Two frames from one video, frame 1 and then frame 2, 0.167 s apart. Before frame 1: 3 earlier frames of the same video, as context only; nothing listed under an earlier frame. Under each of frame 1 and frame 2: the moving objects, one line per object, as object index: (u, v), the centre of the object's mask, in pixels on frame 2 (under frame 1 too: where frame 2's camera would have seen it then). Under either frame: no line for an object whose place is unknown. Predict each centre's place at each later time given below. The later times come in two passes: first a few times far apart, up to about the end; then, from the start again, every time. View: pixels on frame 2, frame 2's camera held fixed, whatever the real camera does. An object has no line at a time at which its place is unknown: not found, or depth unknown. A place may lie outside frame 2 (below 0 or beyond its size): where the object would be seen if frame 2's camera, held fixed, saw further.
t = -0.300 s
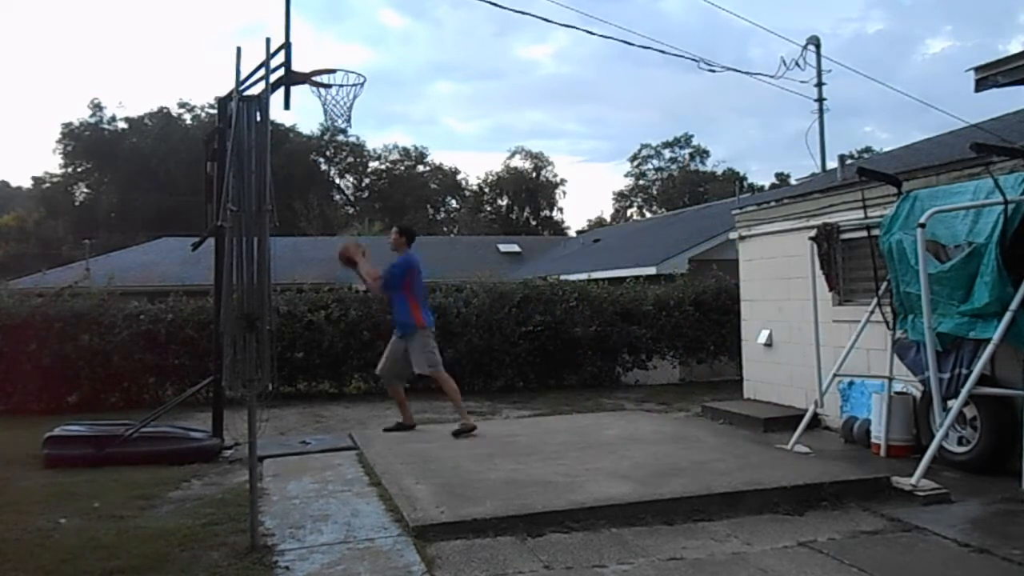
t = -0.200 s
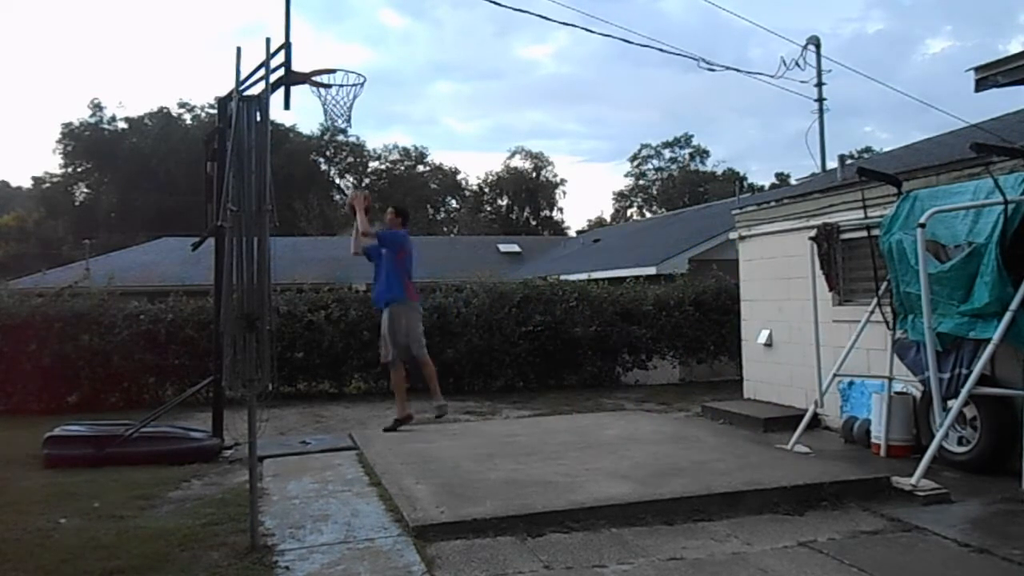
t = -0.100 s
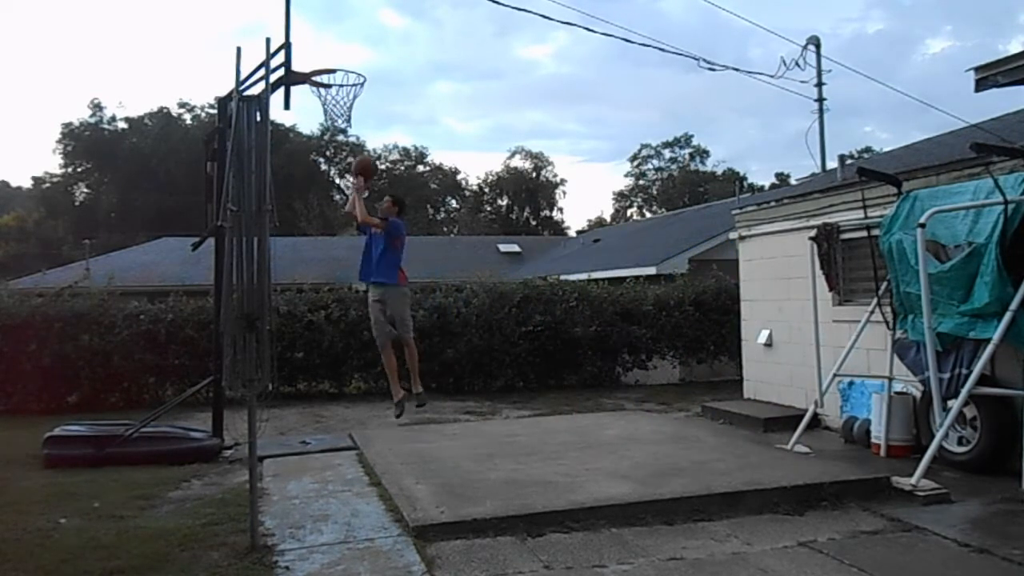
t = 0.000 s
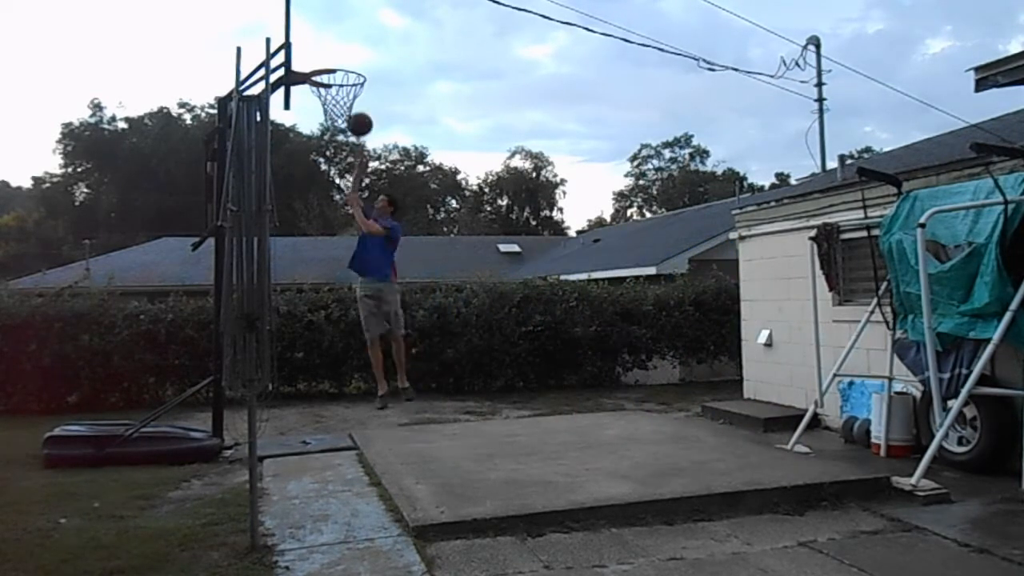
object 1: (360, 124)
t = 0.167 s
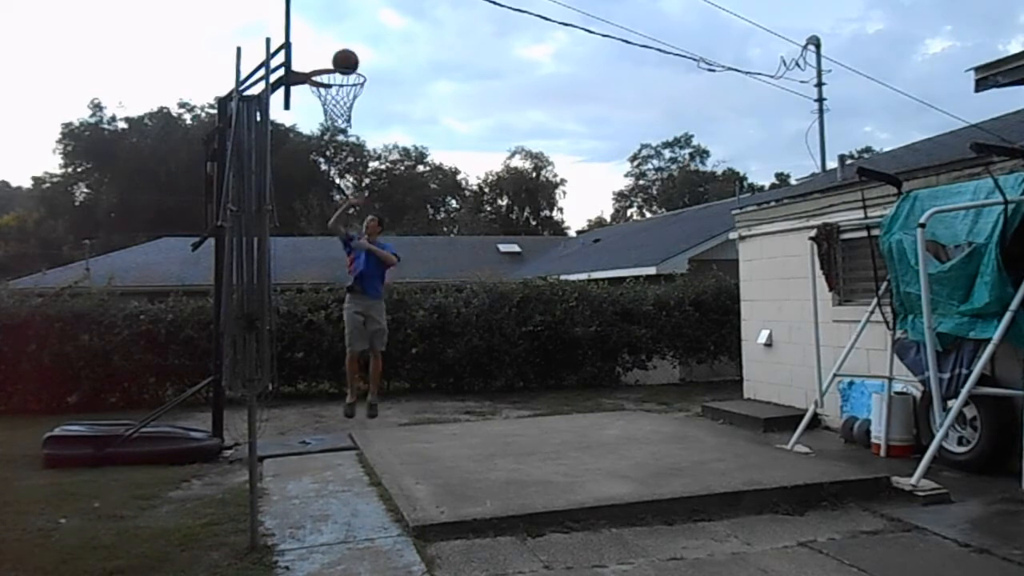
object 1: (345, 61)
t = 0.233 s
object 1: (339, 44)
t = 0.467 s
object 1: (318, 18)
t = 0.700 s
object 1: (314, 55)
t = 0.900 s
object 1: (333, 141)
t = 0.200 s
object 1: (342, 52)
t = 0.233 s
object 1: (339, 44)
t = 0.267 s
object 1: (336, 37)
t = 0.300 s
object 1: (333, 31)
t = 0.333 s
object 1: (330, 26)
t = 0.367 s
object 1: (327, 22)
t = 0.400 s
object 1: (324, 20)
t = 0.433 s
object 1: (321, 18)
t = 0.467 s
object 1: (318, 18)
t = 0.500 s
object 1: (315, 20)
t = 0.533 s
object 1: (311, 22)
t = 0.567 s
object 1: (308, 26)
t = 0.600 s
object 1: (305, 31)
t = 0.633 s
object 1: (308, 38)
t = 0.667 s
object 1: (311, 46)
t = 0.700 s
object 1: (314, 55)
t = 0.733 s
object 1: (317, 66)
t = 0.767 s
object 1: (320, 78)
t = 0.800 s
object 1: (323, 92)
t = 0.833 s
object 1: (326, 108)
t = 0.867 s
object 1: (330, 124)
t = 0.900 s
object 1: (333, 141)
